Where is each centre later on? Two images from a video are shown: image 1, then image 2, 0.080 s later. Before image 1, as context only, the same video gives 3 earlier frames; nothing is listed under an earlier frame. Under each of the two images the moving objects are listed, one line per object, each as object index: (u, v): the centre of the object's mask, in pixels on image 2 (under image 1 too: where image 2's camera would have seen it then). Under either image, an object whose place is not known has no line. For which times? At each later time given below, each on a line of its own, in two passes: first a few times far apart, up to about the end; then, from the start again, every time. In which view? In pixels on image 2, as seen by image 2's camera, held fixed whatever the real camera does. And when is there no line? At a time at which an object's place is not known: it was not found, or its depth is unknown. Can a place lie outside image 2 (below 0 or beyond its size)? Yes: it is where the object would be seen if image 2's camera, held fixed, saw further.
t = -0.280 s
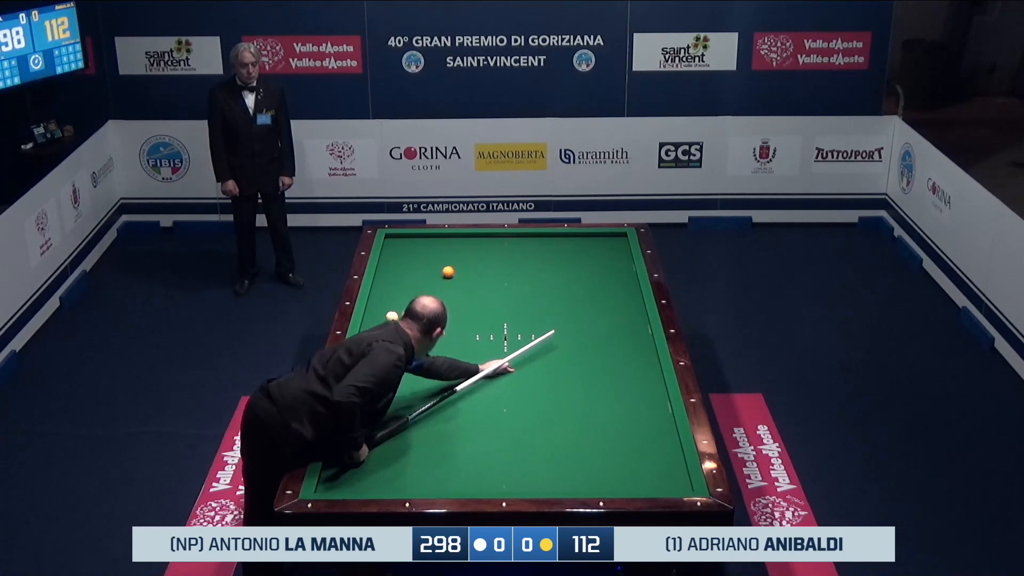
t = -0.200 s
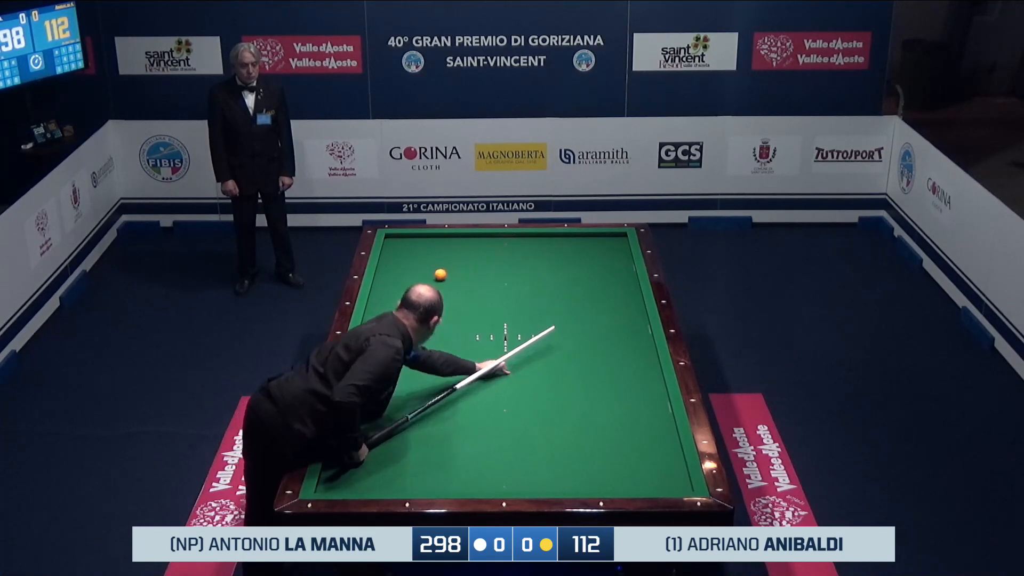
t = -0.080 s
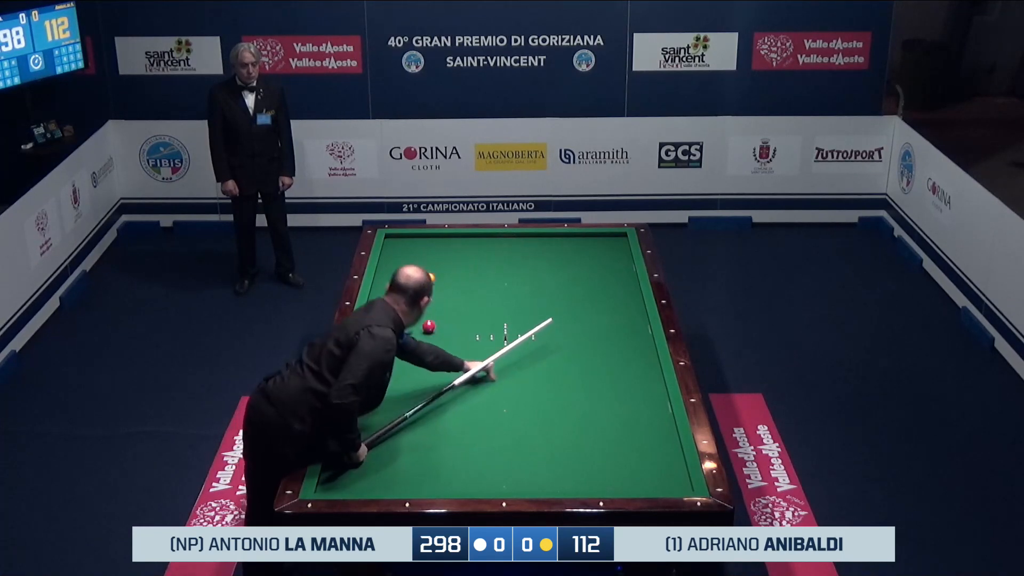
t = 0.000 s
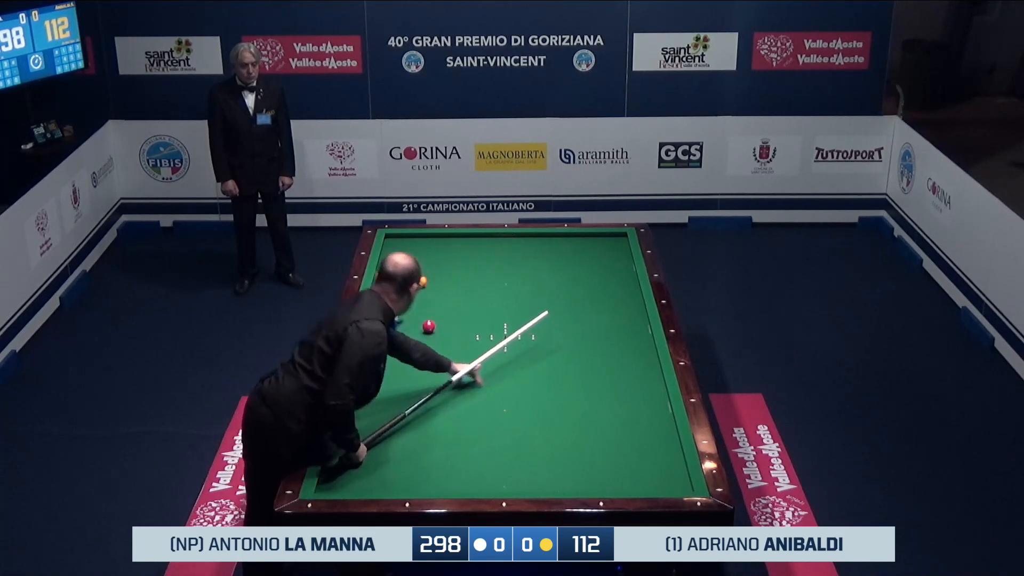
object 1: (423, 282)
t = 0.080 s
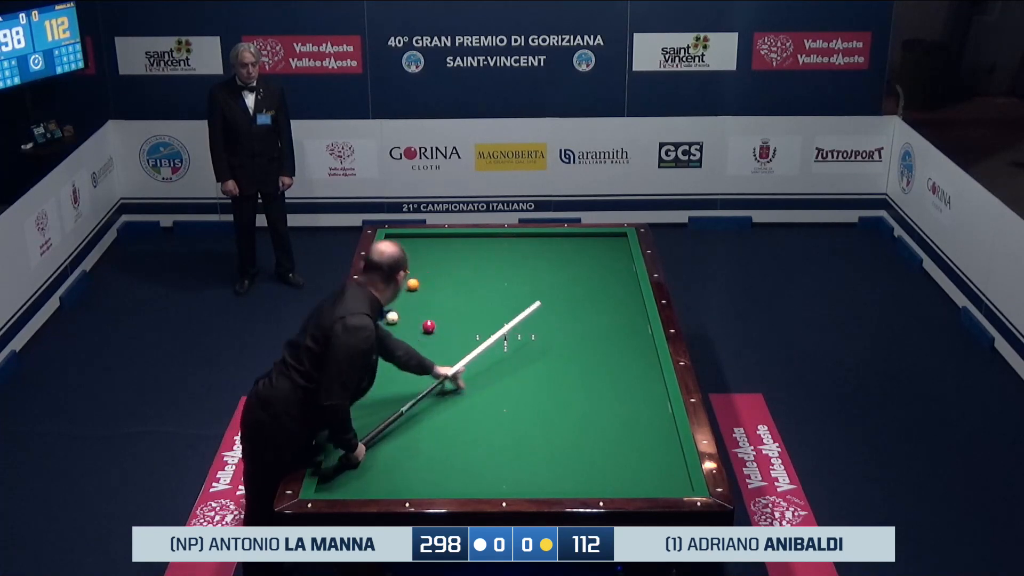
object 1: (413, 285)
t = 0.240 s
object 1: (396, 290)
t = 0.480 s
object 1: (374, 299)
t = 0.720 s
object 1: (385, 307)
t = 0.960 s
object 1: (398, 312)
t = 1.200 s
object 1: (410, 315)
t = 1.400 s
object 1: (421, 316)
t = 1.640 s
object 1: (434, 317)
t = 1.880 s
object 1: (446, 320)
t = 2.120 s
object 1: (458, 321)
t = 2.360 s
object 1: (469, 323)
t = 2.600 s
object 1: (480, 324)
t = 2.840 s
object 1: (491, 326)
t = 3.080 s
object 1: (501, 327)
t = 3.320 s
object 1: (510, 328)
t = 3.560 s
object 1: (520, 329)
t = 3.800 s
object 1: (529, 330)
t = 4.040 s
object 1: (537, 331)
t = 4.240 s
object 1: (544, 332)
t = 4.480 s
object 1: (551, 333)
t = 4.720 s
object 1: (559, 334)
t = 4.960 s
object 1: (565, 335)
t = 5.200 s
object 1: (571, 336)
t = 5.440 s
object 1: (577, 336)
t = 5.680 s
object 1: (582, 337)
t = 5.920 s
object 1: (587, 338)
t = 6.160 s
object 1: (591, 338)
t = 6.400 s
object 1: (595, 339)
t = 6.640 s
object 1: (598, 339)
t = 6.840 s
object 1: (600, 339)
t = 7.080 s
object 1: (603, 340)
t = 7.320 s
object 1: (605, 340)
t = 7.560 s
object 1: (606, 340)
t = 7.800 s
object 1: (607, 340)
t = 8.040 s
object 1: (608, 340)
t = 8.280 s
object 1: (608, 340)
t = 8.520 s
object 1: (607, 340)
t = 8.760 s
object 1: (608, 340)
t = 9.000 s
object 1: (608, 340)
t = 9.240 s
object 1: (608, 340)
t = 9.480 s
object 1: (608, 340)
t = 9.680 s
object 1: (608, 340)
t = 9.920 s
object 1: (608, 340)
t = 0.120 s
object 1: (409, 286)
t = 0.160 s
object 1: (405, 288)
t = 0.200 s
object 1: (401, 289)
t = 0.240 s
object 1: (396, 290)
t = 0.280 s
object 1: (393, 292)
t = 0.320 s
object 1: (389, 293)
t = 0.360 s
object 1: (384, 295)
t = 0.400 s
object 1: (381, 296)
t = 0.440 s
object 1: (376, 298)
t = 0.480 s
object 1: (374, 299)
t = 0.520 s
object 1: (373, 298)
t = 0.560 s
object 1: (378, 302)
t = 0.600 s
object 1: (380, 303)
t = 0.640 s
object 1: (382, 304)
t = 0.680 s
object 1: (384, 306)
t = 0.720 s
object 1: (385, 307)
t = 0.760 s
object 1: (387, 307)
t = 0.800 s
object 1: (389, 308)
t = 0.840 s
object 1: (390, 309)
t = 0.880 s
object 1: (393, 309)
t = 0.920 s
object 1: (396, 311)
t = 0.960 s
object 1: (398, 312)
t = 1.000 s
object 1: (400, 313)
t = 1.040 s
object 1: (402, 314)
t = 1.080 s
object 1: (404, 314)
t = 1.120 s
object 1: (406, 314)
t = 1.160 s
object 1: (408, 315)
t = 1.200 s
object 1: (410, 315)
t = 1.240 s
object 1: (413, 315)
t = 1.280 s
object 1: (415, 315)
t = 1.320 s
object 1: (417, 316)
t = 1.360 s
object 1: (419, 316)
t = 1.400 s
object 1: (421, 316)
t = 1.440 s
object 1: (423, 316)
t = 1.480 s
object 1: (425, 316)
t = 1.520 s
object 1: (427, 316)
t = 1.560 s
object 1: (430, 316)
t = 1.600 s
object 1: (432, 317)
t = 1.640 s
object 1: (434, 317)
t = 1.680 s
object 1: (436, 318)
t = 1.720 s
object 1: (438, 318)
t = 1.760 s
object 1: (440, 319)
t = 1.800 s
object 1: (442, 319)
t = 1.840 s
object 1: (444, 319)
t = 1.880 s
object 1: (446, 320)
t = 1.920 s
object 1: (448, 320)
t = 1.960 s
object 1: (450, 320)
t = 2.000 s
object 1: (452, 321)
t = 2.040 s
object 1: (454, 321)
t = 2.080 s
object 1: (456, 321)
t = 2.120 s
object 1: (458, 321)
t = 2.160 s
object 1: (460, 321)
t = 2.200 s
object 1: (462, 322)
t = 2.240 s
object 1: (464, 322)
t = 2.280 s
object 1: (465, 322)
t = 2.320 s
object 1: (467, 322)
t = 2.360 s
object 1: (469, 323)
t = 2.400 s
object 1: (471, 323)
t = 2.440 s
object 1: (473, 323)
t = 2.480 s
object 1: (475, 324)
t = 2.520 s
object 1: (477, 324)
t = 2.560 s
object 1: (478, 324)
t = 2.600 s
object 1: (480, 324)
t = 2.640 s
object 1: (482, 324)
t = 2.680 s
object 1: (484, 324)
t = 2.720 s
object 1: (485, 325)
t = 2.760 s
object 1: (487, 325)
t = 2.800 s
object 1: (489, 325)
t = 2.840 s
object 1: (491, 326)
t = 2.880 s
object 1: (492, 326)
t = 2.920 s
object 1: (494, 326)
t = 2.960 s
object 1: (496, 326)
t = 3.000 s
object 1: (497, 326)
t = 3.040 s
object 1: (499, 326)
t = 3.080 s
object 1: (501, 327)
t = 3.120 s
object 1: (502, 327)
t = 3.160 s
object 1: (504, 327)
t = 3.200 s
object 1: (506, 327)
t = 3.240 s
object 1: (507, 327)
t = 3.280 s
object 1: (509, 328)
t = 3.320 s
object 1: (510, 328)
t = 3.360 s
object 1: (512, 328)
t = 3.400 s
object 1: (513, 329)
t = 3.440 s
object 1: (515, 329)
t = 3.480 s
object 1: (517, 329)
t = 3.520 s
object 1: (518, 329)
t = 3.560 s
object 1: (520, 329)
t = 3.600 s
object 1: (521, 329)
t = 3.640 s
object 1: (523, 330)
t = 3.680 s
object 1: (524, 330)
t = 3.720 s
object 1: (526, 330)
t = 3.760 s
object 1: (527, 330)
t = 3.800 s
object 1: (529, 330)
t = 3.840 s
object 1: (530, 330)
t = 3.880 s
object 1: (531, 330)
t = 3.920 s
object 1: (533, 330)
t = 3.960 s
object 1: (534, 330)
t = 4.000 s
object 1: (536, 331)
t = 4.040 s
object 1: (537, 331)
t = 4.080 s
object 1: (538, 331)
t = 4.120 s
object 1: (540, 332)
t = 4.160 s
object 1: (541, 332)
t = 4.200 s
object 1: (542, 332)
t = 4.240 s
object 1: (544, 332)
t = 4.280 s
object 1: (545, 332)
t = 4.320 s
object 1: (546, 333)
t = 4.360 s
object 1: (548, 333)
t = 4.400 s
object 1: (549, 333)
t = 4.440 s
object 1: (550, 333)
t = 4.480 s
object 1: (551, 333)
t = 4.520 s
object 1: (552, 333)
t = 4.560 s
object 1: (554, 334)
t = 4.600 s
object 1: (555, 334)
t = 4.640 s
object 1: (556, 334)
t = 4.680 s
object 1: (557, 334)
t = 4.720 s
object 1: (559, 334)
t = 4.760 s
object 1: (559, 334)
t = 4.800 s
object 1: (561, 334)
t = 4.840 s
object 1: (562, 334)
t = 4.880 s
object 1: (563, 335)
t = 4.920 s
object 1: (564, 335)
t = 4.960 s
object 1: (565, 335)
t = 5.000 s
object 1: (566, 335)
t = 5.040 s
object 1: (567, 335)
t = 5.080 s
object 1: (568, 335)
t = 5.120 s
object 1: (569, 335)
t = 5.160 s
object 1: (570, 336)
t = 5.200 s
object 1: (571, 336)
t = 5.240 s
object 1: (572, 336)
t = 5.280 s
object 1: (573, 336)
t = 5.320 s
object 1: (574, 336)
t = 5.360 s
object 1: (575, 336)
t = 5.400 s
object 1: (576, 336)
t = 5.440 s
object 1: (577, 336)
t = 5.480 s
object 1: (578, 337)
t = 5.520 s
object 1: (579, 337)
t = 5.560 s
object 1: (580, 337)
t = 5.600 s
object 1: (580, 337)
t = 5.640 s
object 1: (581, 337)
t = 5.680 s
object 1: (582, 337)
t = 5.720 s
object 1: (583, 337)
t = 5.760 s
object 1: (584, 337)
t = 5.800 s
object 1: (585, 337)
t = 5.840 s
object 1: (585, 338)
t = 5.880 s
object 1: (586, 338)
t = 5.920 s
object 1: (587, 338)
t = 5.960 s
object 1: (588, 338)
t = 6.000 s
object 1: (588, 338)
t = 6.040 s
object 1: (589, 338)
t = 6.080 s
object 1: (590, 338)
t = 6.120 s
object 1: (590, 338)
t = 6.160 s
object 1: (591, 338)
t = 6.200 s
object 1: (592, 338)
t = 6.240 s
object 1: (592, 338)
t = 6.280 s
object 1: (593, 338)
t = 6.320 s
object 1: (594, 338)
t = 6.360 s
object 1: (594, 339)
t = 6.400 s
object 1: (595, 339)
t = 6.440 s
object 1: (595, 339)
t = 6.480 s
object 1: (596, 339)
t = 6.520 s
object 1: (597, 339)
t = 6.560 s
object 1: (597, 339)
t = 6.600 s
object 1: (598, 339)
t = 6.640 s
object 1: (598, 339)
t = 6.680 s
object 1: (599, 339)
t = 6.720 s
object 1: (599, 339)
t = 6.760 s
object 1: (600, 339)
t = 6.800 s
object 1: (600, 339)
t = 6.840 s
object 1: (600, 339)
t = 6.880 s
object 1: (601, 339)
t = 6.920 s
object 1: (601, 339)
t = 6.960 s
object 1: (602, 340)
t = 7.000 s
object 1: (602, 340)
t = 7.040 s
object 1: (603, 340)
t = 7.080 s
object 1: (603, 340)
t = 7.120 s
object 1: (603, 340)
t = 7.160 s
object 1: (604, 340)
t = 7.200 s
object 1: (604, 340)
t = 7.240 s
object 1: (604, 340)
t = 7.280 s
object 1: (604, 340)
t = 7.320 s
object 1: (605, 340)
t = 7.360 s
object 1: (605, 340)
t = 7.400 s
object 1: (605, 340)
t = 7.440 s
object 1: (606, 340)
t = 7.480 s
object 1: (606, 340)
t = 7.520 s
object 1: (606, 340)
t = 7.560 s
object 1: (606, 340)
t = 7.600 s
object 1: (606, 340)
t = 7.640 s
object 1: (607, 340)
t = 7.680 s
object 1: (607, 340)
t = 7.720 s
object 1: (607, 340)
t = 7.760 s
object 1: (607, 340)
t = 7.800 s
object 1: (607, 340)
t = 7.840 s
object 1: (607, 340)
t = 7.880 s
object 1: (607, 340)
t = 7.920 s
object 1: (607, 340)
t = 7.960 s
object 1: (607, 340)
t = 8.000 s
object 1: (607, 340)
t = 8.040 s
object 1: (608, 340)
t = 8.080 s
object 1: (608, 340)
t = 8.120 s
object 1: (608, 340)
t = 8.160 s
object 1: (608, 340)
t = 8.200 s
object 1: (608, 340)
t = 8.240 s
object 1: (608, 340)
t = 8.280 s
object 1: (608, 340)
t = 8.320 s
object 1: (608, 340)
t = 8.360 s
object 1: (608, 340)
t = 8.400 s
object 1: (608, 340)
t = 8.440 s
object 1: (608, 340)
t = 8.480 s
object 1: (608, 340)
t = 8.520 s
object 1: (607, 340)
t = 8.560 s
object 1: (607, 340)
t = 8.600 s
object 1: (608, 340)
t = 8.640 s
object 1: (608, 340)
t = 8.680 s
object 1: (608, 340)
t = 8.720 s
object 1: (607, 340)
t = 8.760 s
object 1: (608, 340)
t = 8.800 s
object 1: (608, 340)
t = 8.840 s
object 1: (608, 340)
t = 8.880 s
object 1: (608, 340)
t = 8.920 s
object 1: (608, 340)
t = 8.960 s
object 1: (608, 340)
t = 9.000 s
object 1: (608, 340)
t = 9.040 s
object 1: (608, 340)
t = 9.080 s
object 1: (608, 340)
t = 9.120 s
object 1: (608, 340)
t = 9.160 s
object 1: (608, 340)
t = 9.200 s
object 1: (607, 340)
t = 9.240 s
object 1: (608, 340)
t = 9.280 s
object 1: (608, 340)
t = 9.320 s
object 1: (608, 340)
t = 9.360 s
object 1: (608, 340)
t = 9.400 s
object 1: (608, 340)
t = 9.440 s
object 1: (608, 340)
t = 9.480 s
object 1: (608, 340)
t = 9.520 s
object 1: (608, 340)
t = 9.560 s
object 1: (608, 340)
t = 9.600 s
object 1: (608, 340)
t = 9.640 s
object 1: (608, 340)
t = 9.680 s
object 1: (608, 340)
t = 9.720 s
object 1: (608, 340)
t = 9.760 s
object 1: (608, 340)
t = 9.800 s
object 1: (608, 340)
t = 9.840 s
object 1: (608, 340)
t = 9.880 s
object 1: (608, 340)
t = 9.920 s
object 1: (608, 340)
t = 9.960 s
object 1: (608, 340)
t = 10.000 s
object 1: (608, 340)
